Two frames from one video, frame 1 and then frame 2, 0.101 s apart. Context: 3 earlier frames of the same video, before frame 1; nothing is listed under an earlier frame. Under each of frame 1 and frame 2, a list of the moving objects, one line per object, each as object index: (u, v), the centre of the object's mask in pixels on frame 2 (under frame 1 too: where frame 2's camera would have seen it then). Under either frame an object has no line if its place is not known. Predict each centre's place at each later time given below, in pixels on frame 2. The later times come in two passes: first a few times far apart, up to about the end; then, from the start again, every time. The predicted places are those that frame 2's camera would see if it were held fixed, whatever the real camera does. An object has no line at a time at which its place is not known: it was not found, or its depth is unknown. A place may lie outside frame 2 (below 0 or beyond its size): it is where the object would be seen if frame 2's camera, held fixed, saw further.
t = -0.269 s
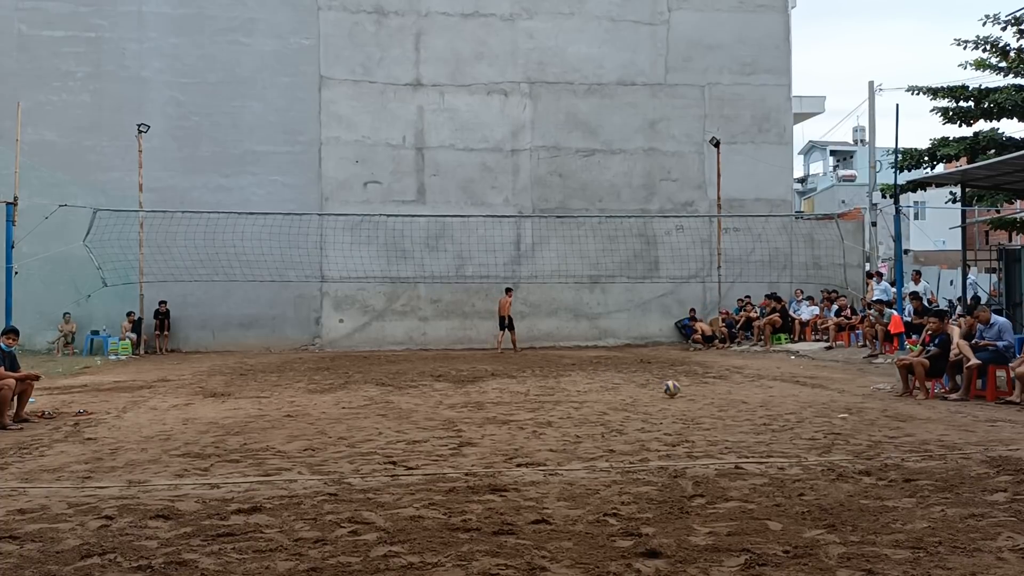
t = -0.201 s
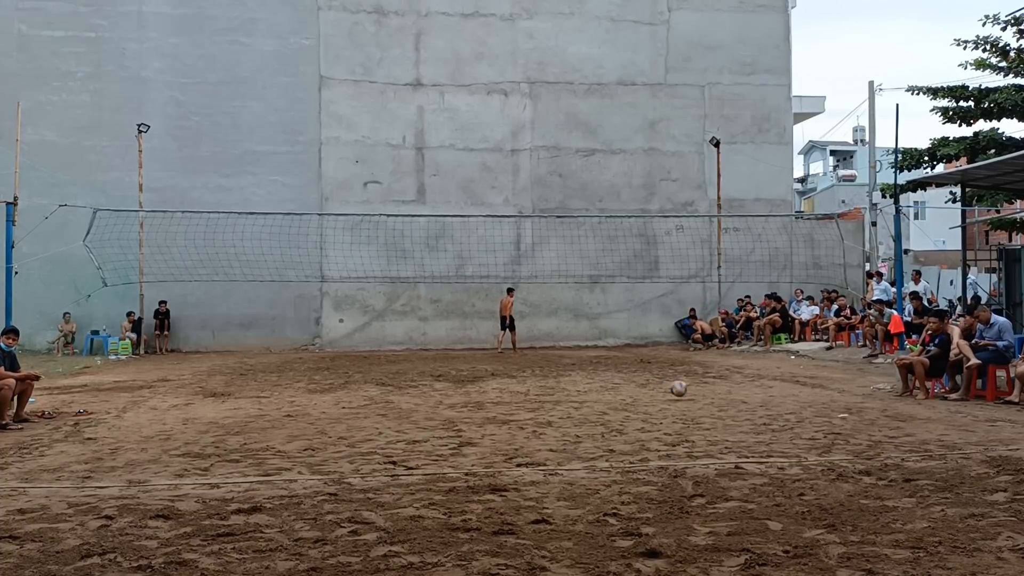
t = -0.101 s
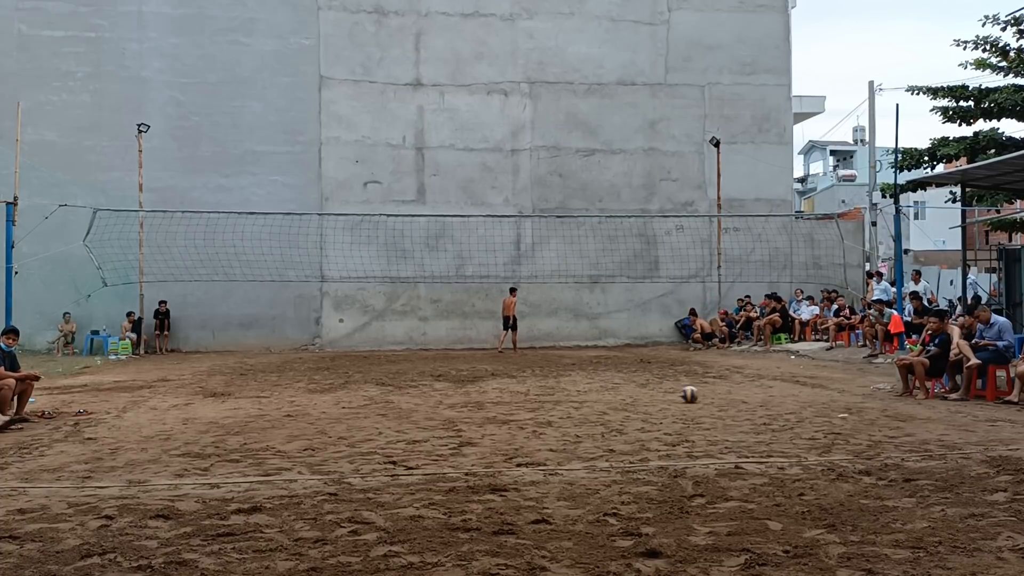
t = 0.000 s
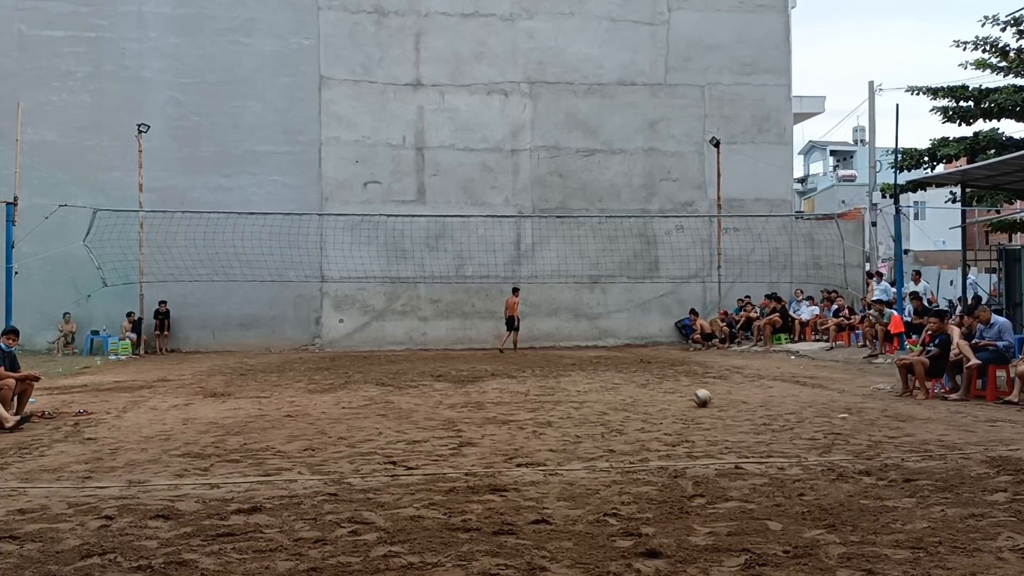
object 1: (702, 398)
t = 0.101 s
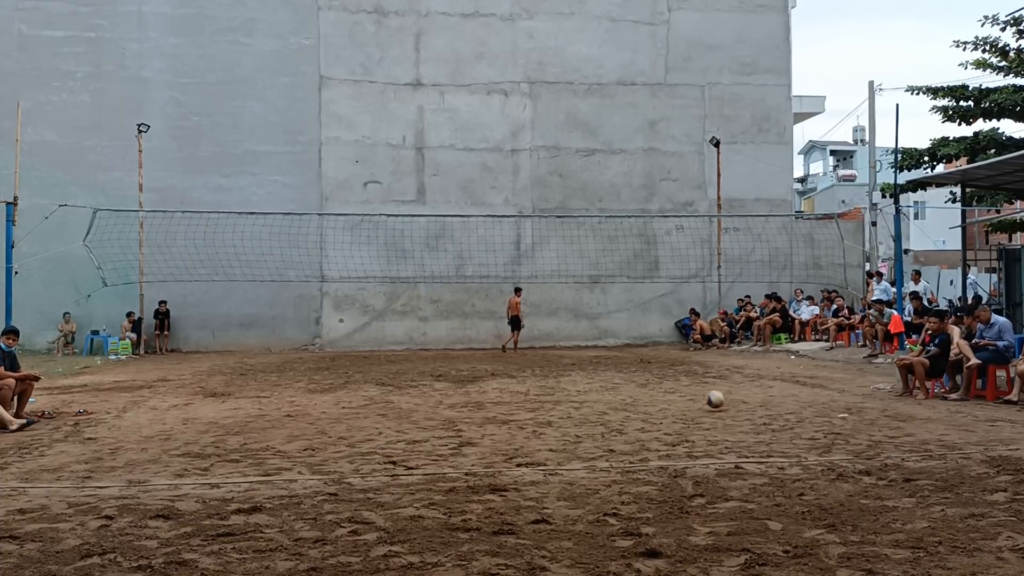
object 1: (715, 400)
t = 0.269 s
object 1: (738, 406)
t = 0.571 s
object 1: (791, 423)
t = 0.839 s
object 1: (850, 437)
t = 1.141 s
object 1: (927, 454)
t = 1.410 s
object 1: (1007, 475)
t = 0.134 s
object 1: (719, 401)
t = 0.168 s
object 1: (724, 404)
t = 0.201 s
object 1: (729, 406)
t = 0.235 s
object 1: (733, 405)
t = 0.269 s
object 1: (738, 406)
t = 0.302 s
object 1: (743, 406)
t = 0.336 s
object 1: (748, 409)
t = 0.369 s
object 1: (754, 412)
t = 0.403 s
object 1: (760, 415)
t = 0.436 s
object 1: (766, 416)
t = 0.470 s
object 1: (771, 416)
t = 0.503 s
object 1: (778, 418)
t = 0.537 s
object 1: (784, 422)
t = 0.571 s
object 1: (791, 423)
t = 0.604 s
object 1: (798, 424)
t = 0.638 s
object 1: (804, 426)
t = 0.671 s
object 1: (811, 427)
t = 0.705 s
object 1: (819, 428)
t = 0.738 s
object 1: (827, 430)
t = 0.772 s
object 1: (834, 434)
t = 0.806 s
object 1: (842, 435)
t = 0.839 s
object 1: (850, 437)
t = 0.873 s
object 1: (859, 438)
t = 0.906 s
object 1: (867, 436)
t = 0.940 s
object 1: (875, 436)
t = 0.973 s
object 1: (883, 437)
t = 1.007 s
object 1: (891, 439)
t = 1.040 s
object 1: (899, 443)
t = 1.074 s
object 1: (908, 449)
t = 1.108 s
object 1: (918, 453)
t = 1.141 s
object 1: (927, 454)
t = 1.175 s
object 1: (936, 456)
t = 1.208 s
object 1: (946, 461)
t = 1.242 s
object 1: (954, 461)
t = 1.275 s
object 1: (964, 462)
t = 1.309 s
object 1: (975, 465)
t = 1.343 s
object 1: (985, 469)
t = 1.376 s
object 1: (997, 474)
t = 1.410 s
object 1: (1007, 475)
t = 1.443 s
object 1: (1013, 477)
